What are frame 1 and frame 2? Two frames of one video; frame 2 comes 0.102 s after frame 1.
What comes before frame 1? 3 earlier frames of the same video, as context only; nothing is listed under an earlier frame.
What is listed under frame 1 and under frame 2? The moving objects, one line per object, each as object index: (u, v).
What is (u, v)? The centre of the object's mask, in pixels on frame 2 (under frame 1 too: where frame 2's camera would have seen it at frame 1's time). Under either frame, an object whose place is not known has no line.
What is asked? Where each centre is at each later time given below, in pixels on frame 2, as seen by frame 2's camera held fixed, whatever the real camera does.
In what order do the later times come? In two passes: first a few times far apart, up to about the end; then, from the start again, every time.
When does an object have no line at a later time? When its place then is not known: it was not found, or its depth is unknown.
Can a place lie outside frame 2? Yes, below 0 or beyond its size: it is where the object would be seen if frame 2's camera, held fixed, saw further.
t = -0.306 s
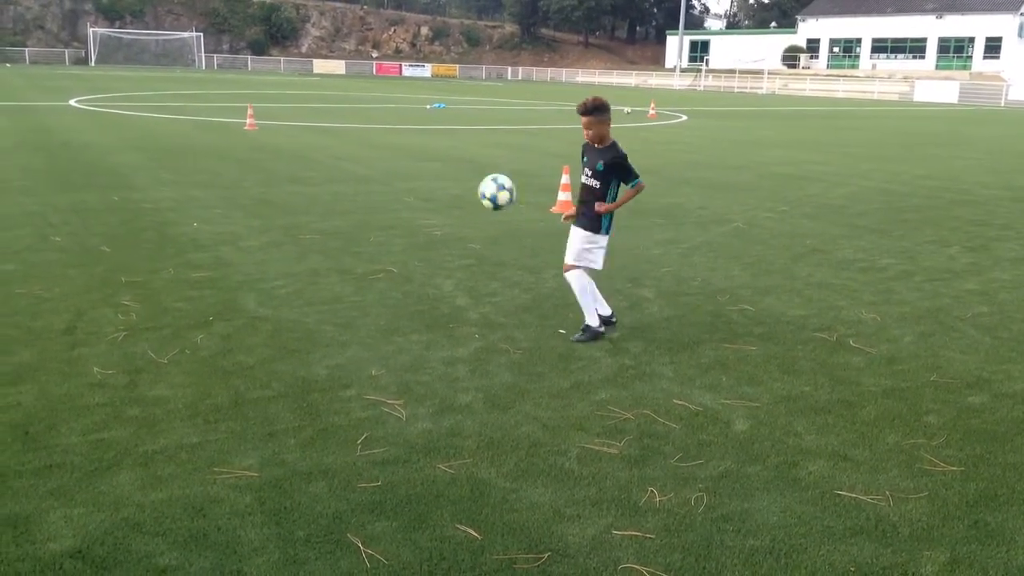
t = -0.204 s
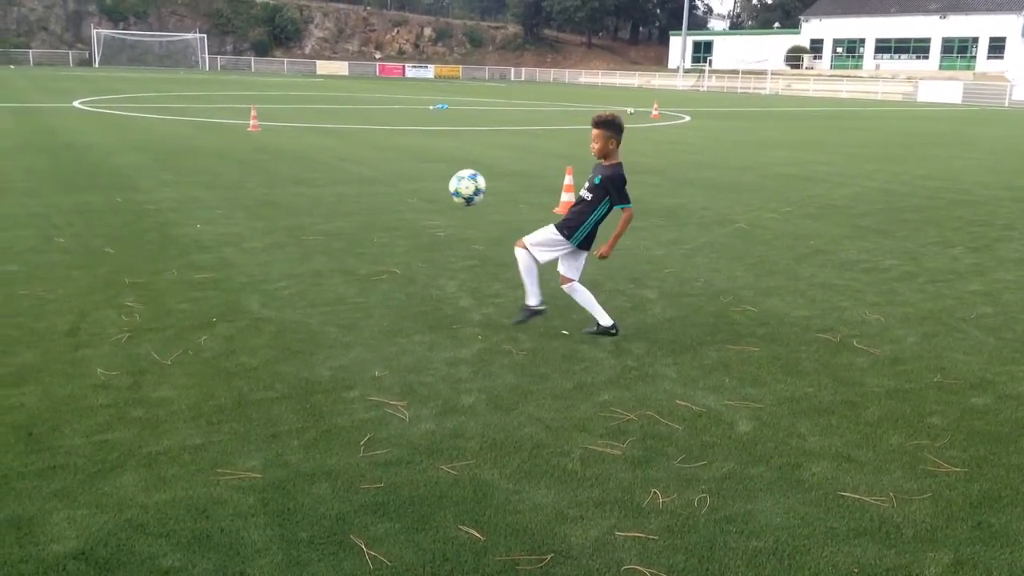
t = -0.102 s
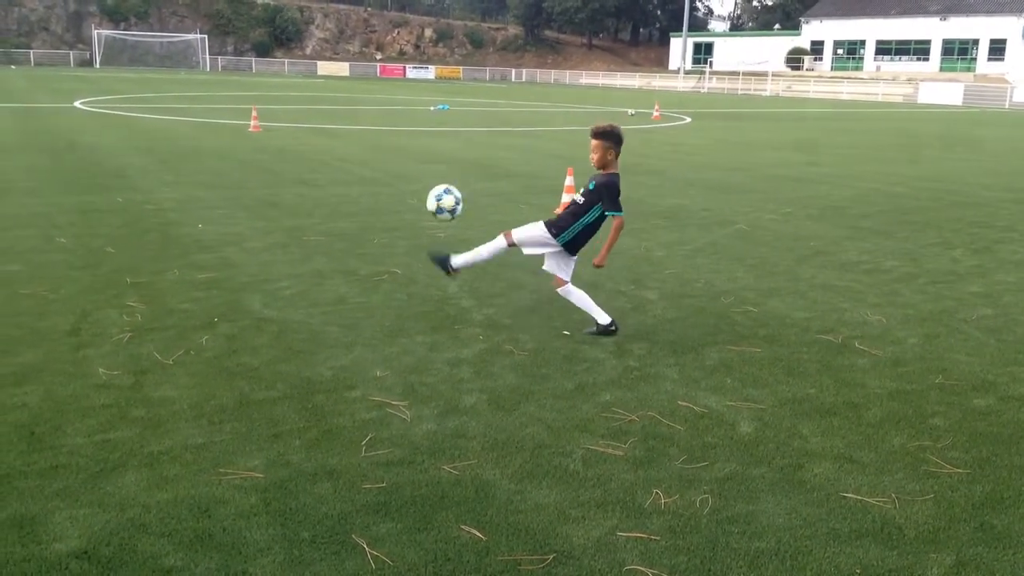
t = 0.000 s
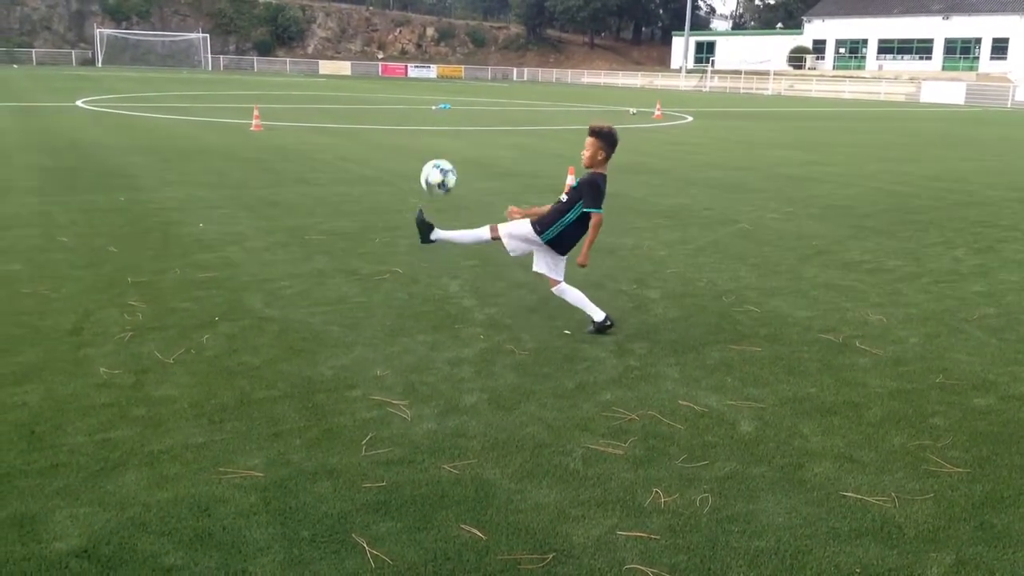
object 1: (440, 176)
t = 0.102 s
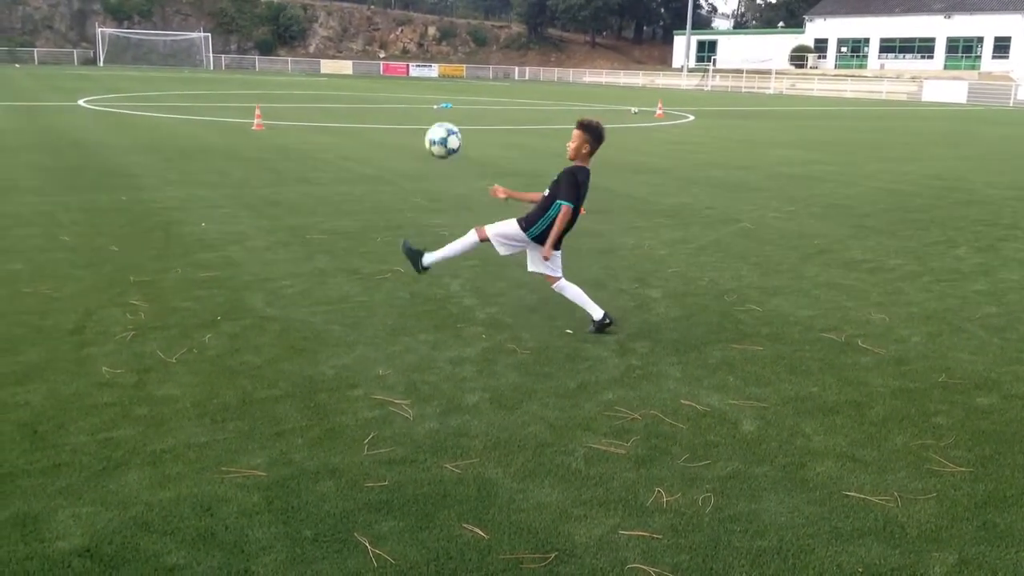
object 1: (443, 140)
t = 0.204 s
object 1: (446, 119)
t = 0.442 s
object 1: (453, 134)
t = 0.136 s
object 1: (444, 131)
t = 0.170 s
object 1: (445, 124)
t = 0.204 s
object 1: (446, 119)
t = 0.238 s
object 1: (447, 115)
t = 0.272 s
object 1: (449, 115)
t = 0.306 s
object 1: (450, 115)
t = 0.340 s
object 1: (450, 117)
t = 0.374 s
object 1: (451, 120)
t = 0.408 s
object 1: (452, 126)
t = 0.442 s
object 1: (453, 134)
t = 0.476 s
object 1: (455, 144)
